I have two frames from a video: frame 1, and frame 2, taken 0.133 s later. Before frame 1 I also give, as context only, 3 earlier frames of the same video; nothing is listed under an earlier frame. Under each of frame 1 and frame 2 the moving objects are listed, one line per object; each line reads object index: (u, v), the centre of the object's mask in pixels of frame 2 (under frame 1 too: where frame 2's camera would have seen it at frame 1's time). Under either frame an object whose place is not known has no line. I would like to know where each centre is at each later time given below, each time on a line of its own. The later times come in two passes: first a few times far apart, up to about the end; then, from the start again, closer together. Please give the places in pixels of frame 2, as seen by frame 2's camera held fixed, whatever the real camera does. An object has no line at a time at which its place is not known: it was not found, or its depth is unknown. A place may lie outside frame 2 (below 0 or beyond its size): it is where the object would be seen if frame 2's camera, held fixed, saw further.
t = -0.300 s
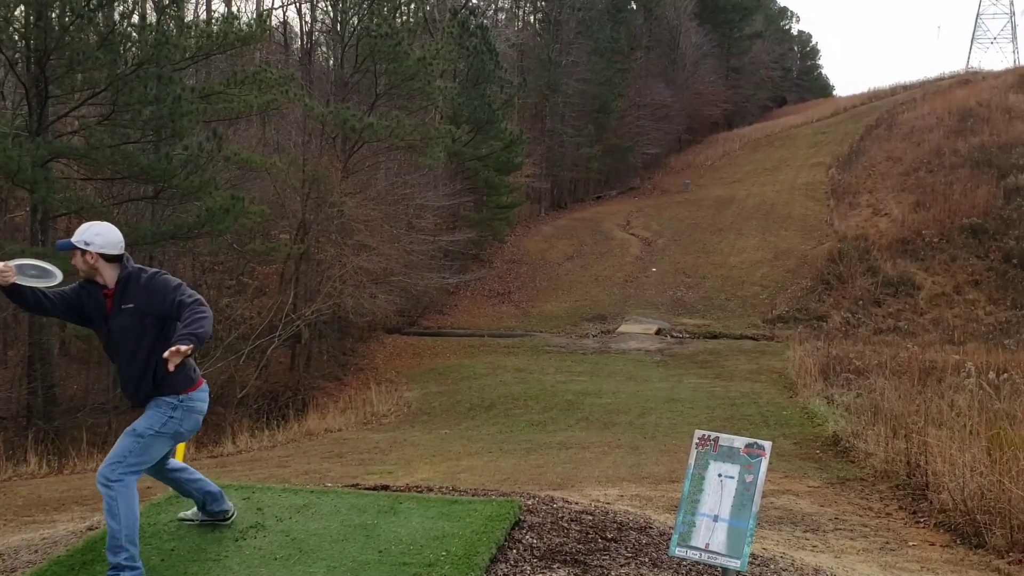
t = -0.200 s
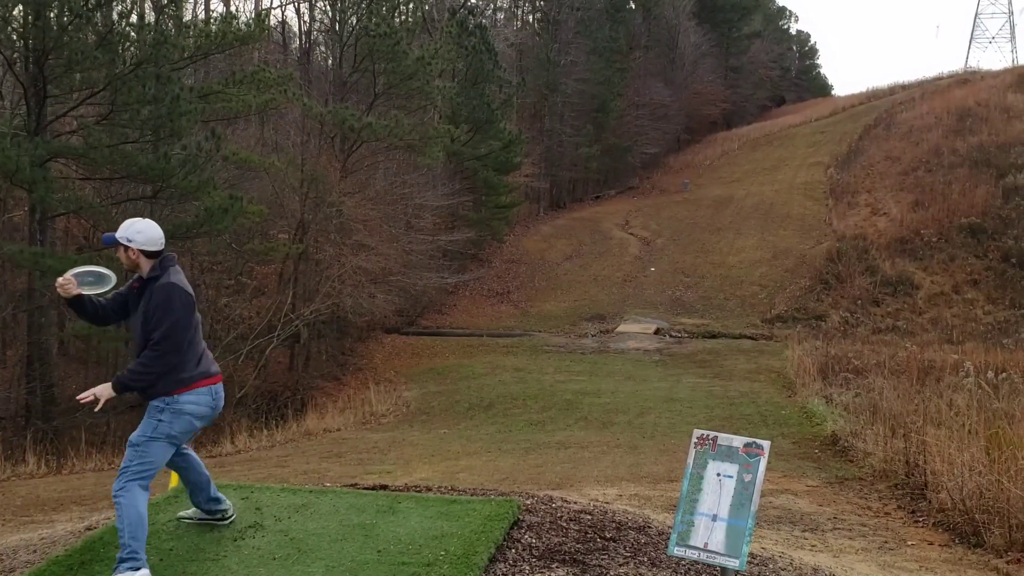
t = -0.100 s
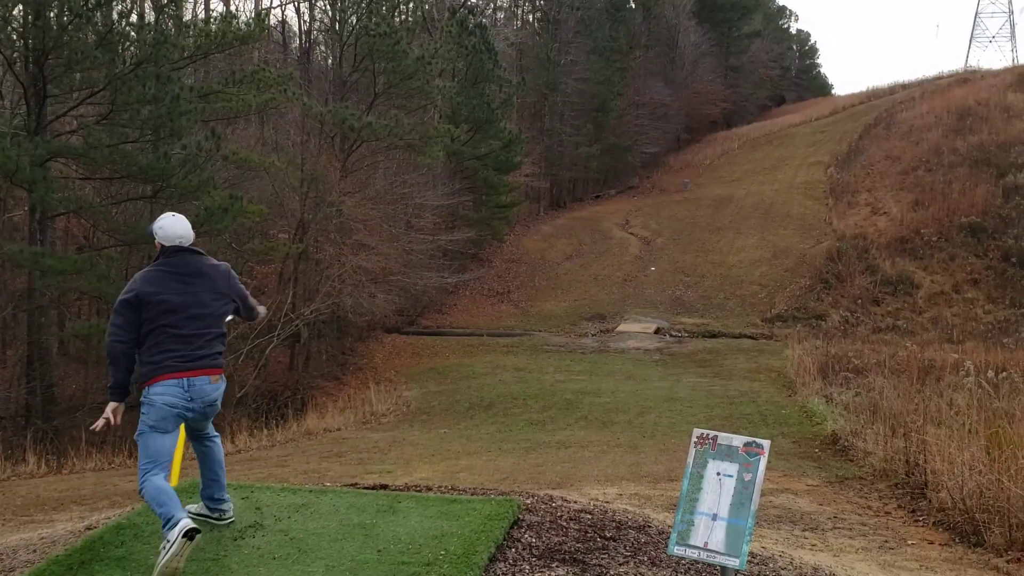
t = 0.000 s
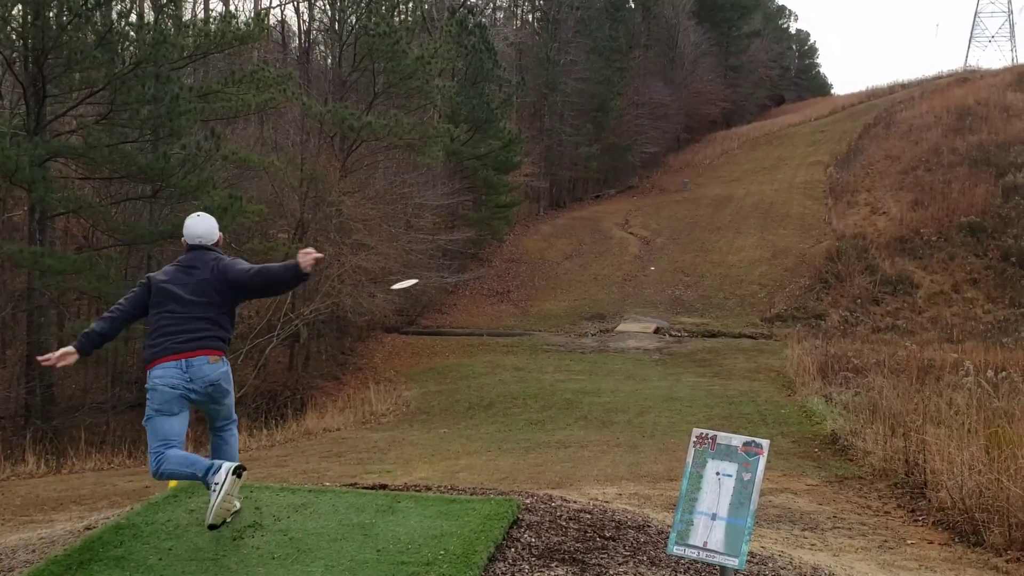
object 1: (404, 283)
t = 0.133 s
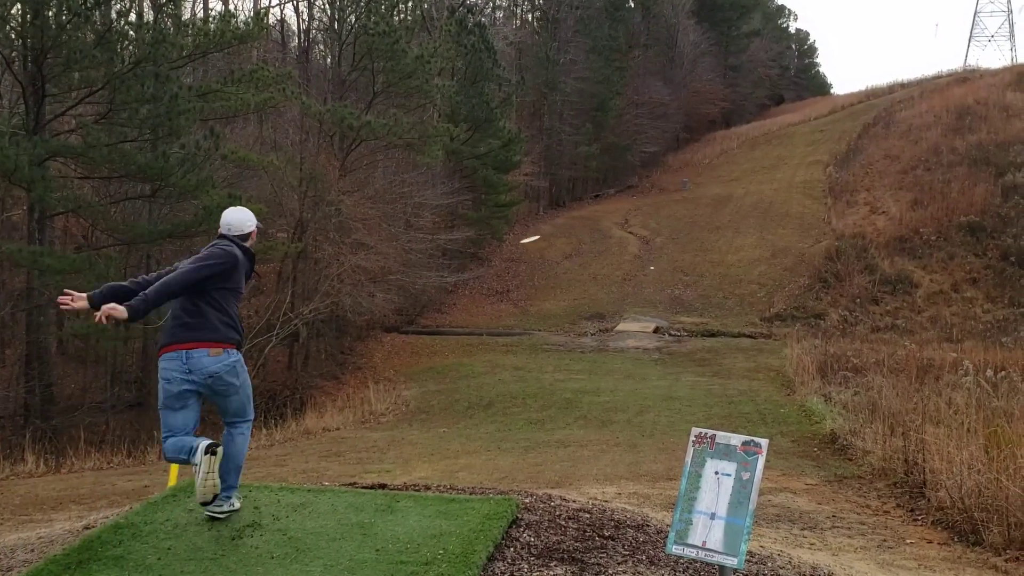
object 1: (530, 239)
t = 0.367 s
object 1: (631, 190)
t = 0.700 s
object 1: (692, 163)
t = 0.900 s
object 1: (711, 159)
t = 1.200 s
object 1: (727, 156)
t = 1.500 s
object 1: (735, 156)
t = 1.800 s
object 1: (738, 158)
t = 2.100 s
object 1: (737, 160)
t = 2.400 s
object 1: (734, 162)
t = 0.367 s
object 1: (631, 190)
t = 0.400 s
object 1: (640, 186)
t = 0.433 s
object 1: (648, 182)
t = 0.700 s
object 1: (692, 163)
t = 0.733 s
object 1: (696, 162)
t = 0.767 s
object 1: (700, 161)
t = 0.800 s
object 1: (703, 160)
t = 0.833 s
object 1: (706, 160)
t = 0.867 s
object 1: (709, 159)
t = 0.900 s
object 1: (711, 159)
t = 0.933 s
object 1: (713, 159)
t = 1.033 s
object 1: (720, 158)
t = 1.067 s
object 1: (722, 158)
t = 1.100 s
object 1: (723, 157)
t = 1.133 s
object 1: (725, 157)
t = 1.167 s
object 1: (726, 156)
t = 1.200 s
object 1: (727, 156)
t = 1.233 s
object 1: (728, 156)
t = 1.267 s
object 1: (730, 156)
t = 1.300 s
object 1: (730, 156)
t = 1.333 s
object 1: (731, 156)
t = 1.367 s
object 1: (732, 155)
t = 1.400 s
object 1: (733, 155)
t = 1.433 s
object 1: (734, 155)
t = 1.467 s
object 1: (734, 156)
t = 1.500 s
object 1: (735, 156)
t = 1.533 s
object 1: (736, 156)
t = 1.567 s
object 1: (736, 156)
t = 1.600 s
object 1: (736, 156)
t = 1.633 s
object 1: (737, 157)
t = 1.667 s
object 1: (737, 157)
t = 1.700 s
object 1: (737, 157)
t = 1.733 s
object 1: (738, 157)
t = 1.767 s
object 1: (738, 158)
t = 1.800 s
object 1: (738, 158)
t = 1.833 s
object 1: (738, 158)
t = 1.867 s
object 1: (738, 158)
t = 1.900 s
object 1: (738, 159)
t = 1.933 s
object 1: (738, 160)
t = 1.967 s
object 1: (738, 160)
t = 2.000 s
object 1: (738, 160)
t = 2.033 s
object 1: (738, 160)
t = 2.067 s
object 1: (738, 160)
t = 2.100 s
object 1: (737, 160)
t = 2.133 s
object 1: (737, 161)
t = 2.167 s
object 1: (737, 161)
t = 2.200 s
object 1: (736, 161)
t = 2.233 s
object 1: (736, 161)
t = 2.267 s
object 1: (735, 161)
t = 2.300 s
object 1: (735, 161)
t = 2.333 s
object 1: (734, 161)
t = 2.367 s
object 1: (734, 162)
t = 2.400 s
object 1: (734, 162)
